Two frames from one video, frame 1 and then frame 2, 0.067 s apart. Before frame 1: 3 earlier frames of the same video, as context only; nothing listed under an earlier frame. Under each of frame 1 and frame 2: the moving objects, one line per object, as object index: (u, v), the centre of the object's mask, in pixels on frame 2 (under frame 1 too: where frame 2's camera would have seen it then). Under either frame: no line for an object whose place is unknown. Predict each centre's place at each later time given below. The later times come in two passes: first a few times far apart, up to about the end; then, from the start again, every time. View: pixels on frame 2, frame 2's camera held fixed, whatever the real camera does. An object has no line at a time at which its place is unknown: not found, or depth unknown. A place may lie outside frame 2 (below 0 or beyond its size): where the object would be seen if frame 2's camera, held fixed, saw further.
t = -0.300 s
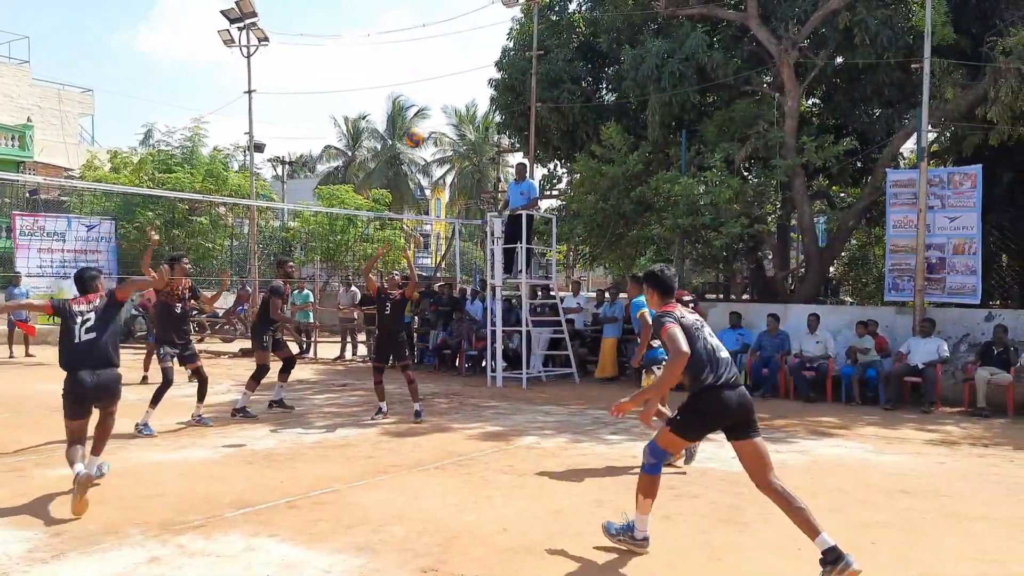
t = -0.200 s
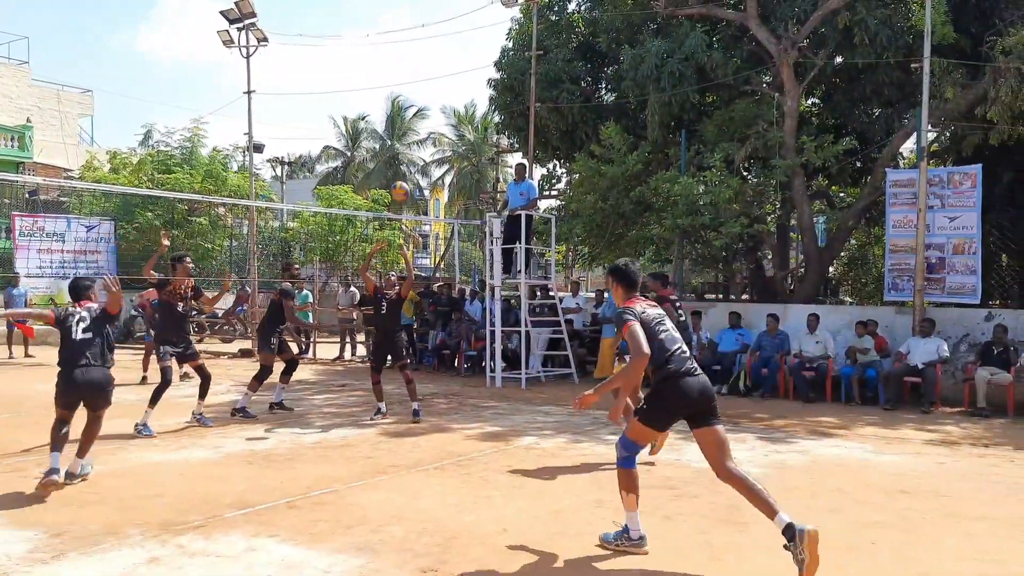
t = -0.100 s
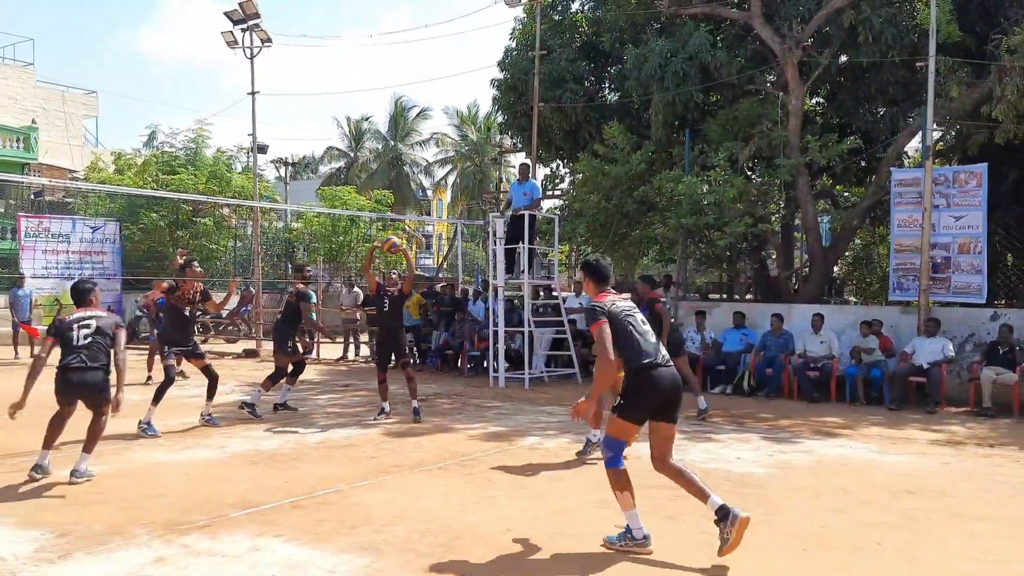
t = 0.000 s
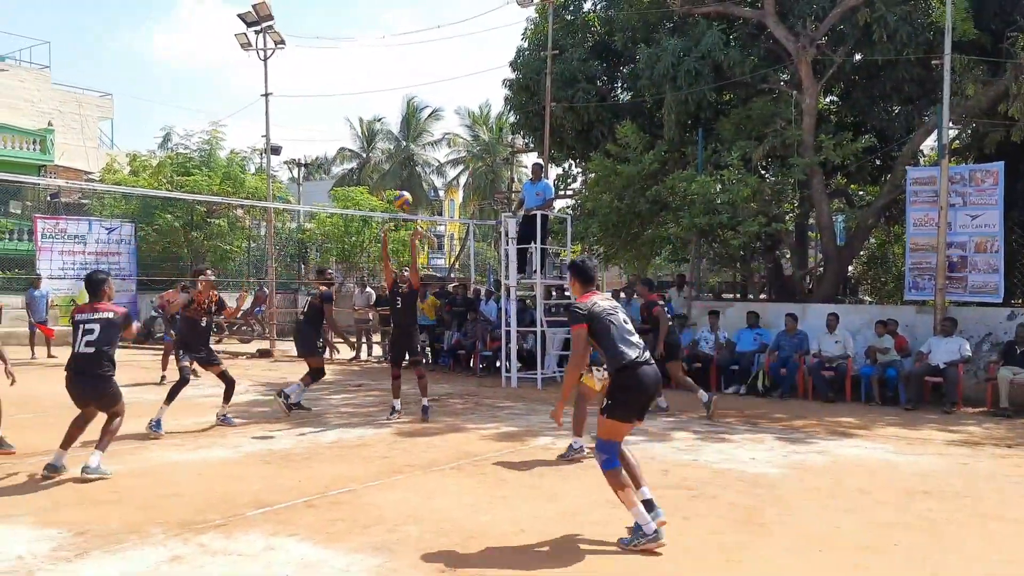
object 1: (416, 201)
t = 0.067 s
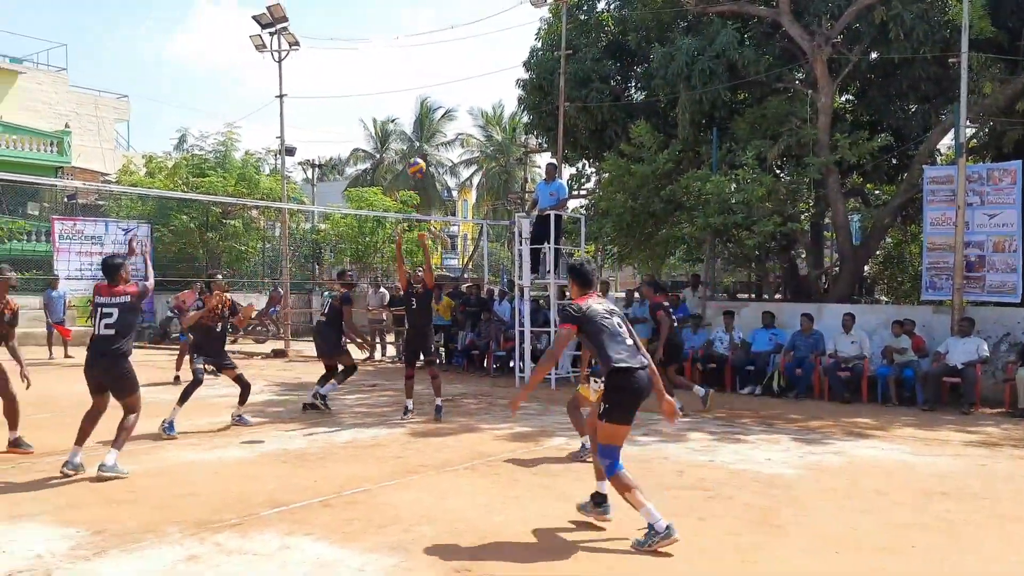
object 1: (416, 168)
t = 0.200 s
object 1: (416, 109)
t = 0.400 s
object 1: (418, 44)
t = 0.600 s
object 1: (420, 14)
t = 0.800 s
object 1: (422, 22)
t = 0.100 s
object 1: (417, 152)
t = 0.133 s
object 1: (417, 137)
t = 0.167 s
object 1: (416, 122)
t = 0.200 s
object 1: (416, 109)
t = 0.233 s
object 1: (416, 96)
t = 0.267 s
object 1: (416, 84)
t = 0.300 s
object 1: (417, 73)
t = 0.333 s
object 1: (417, 63)
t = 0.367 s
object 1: (418, 53)
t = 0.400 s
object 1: (418, 44)
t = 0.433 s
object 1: (418, 37)
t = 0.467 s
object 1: (419, 30)
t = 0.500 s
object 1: (419, 24)
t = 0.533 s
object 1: (420, 20)
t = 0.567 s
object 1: (420, 16)
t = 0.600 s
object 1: (420, 14)
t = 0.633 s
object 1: (420, 12)
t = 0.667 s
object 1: (421, 12)
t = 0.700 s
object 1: (421, 13)
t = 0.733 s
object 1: (422, 15)
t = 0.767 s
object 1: (422, 18)
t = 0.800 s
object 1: (422, 22)
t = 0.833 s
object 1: (423, 28)
